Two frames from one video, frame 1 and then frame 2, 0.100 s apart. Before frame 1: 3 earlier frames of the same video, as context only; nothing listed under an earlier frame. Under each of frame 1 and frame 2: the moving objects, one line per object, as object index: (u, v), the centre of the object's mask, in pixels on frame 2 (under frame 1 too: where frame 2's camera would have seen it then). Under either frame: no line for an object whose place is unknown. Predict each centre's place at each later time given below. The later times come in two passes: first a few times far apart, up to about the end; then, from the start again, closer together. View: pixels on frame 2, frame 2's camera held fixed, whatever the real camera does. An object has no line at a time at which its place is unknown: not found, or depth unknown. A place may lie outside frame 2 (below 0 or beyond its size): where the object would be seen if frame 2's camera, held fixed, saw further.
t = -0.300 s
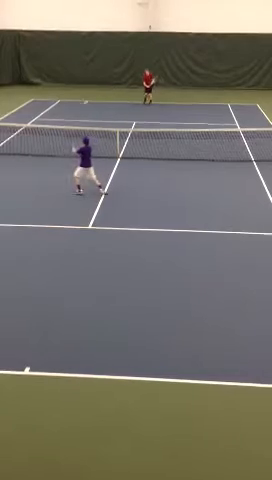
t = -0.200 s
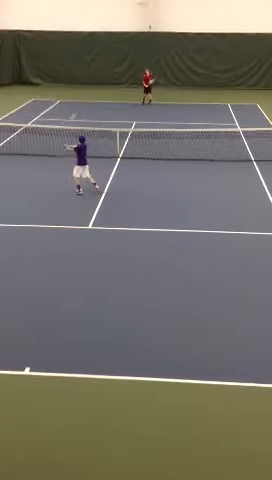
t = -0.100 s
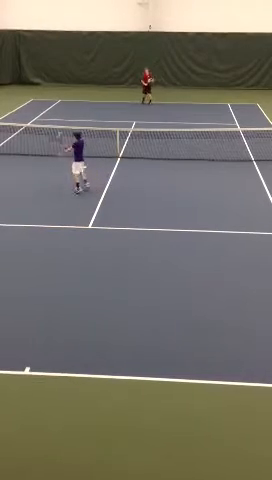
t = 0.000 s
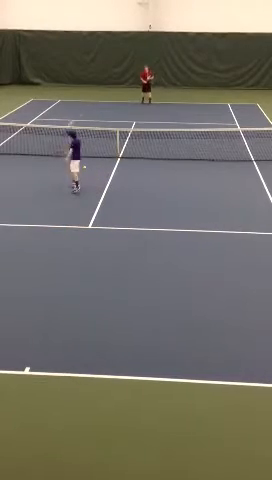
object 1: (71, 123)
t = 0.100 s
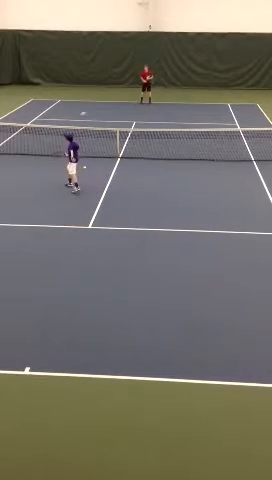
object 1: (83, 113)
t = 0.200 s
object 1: (90, 109)
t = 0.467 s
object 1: (114, 107)
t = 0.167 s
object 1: (87, 110)
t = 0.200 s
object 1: (90, 109)
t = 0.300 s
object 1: (100, 105)
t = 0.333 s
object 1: (103, 106)
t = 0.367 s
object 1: (106, 105)
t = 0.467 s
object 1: (114, 107)
